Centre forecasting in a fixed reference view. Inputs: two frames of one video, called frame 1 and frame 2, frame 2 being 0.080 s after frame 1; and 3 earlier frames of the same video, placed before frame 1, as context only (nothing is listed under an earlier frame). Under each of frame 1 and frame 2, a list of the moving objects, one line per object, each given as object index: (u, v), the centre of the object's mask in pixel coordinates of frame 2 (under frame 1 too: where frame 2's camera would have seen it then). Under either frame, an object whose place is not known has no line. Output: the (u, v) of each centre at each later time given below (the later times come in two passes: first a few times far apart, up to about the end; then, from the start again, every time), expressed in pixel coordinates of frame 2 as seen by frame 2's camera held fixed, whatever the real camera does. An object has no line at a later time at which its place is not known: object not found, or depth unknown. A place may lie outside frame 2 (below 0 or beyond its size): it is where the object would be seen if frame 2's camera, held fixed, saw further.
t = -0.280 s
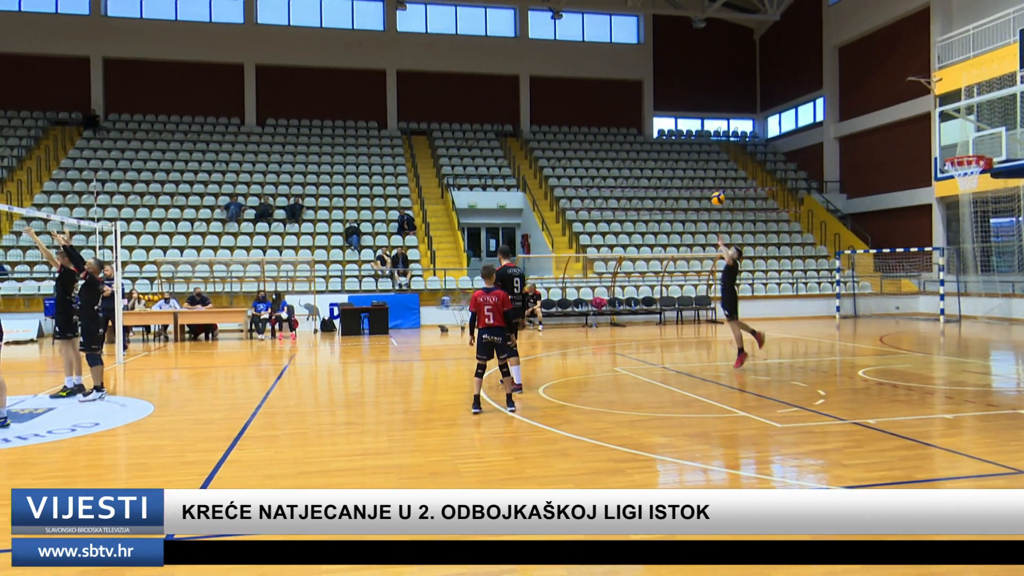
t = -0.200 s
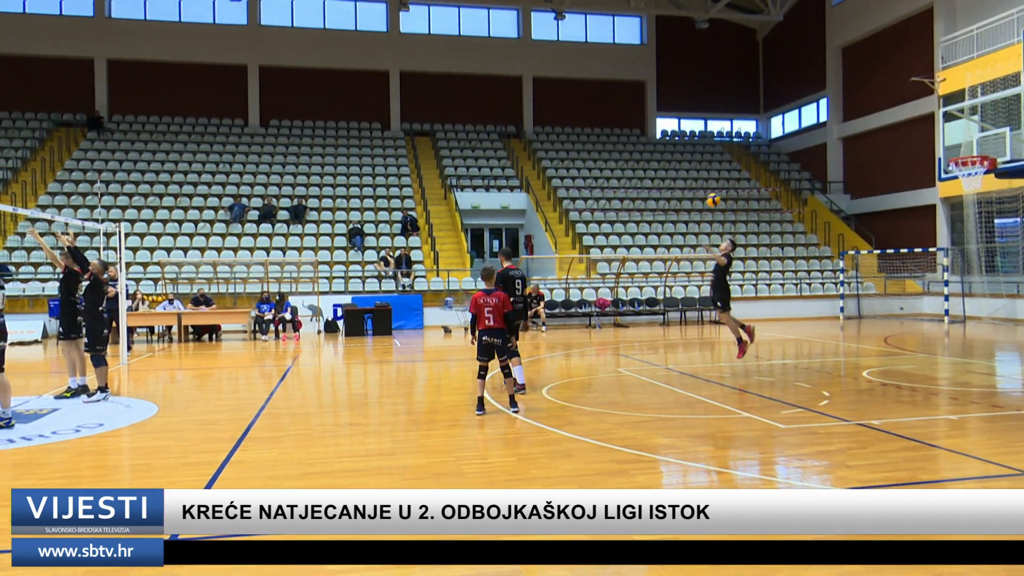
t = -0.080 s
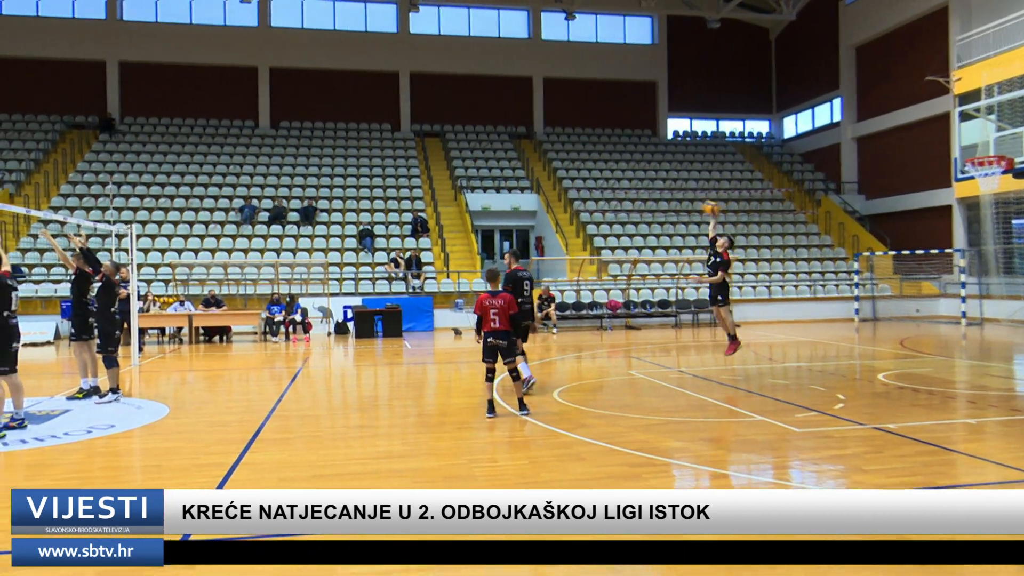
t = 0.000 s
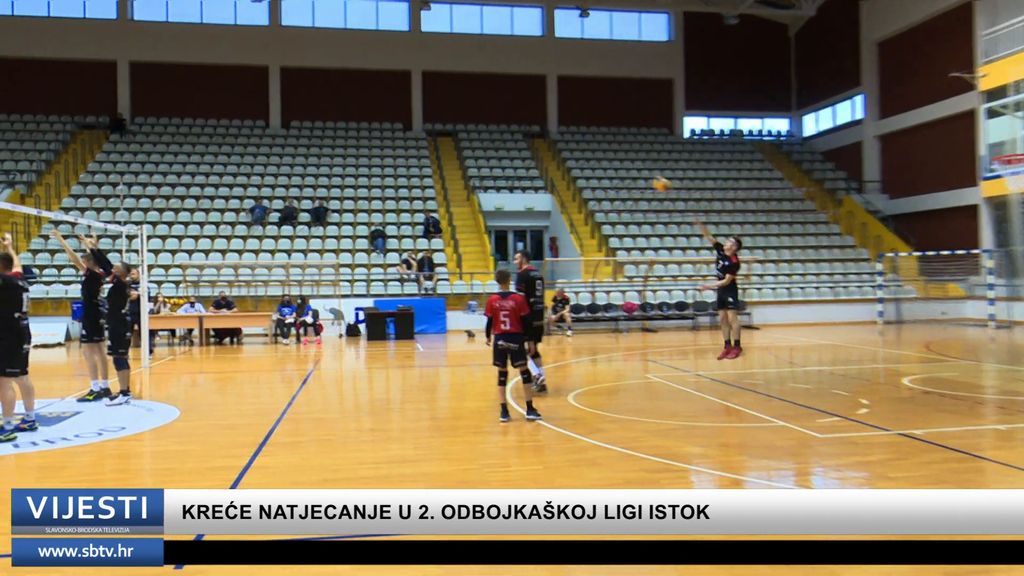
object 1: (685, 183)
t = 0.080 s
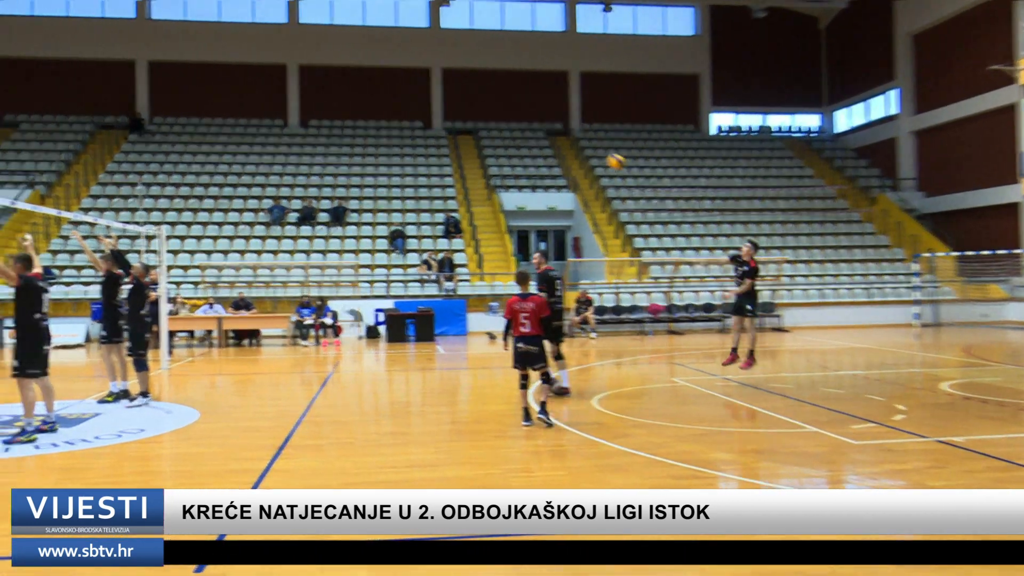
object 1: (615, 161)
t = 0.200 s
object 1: (508, 139)
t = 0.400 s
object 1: (318, 121)
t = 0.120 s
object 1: (580, 153)
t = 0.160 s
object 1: (544, 145)
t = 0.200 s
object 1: (508, 139)
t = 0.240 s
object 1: (472, 133)
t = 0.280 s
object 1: (435, 128)
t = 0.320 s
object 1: (395, 126)
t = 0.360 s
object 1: (357, 124)
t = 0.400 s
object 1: (318, 121)
